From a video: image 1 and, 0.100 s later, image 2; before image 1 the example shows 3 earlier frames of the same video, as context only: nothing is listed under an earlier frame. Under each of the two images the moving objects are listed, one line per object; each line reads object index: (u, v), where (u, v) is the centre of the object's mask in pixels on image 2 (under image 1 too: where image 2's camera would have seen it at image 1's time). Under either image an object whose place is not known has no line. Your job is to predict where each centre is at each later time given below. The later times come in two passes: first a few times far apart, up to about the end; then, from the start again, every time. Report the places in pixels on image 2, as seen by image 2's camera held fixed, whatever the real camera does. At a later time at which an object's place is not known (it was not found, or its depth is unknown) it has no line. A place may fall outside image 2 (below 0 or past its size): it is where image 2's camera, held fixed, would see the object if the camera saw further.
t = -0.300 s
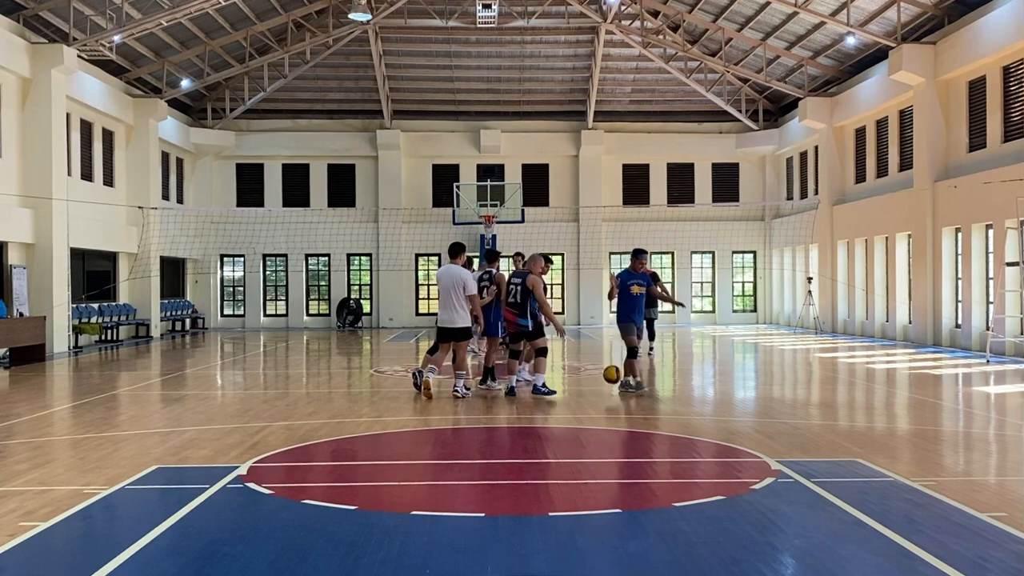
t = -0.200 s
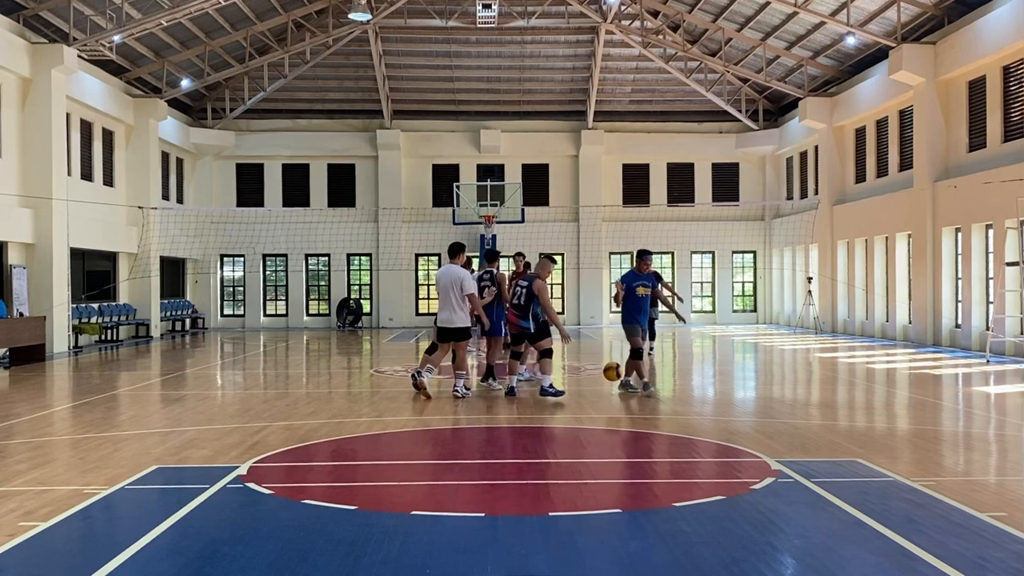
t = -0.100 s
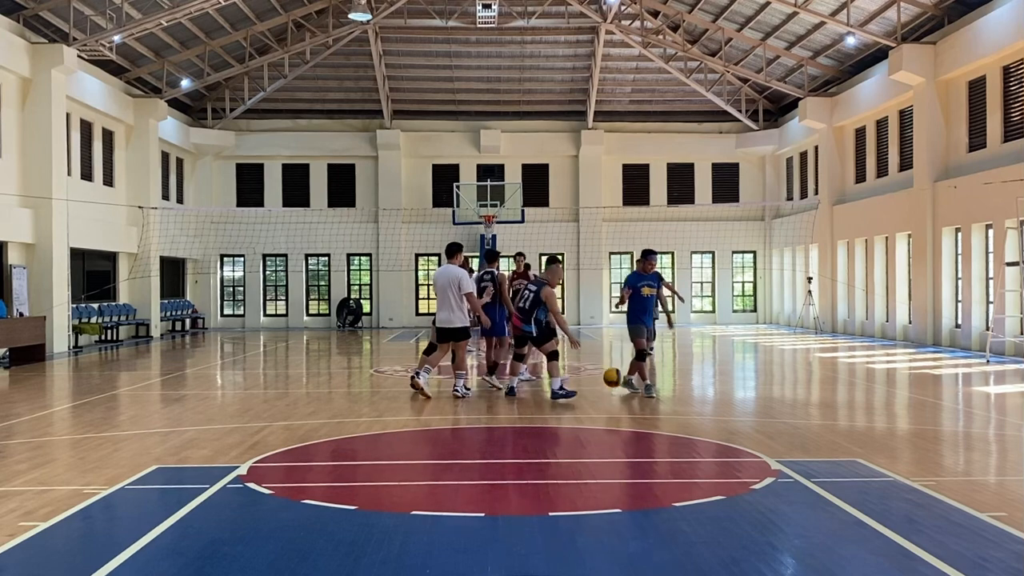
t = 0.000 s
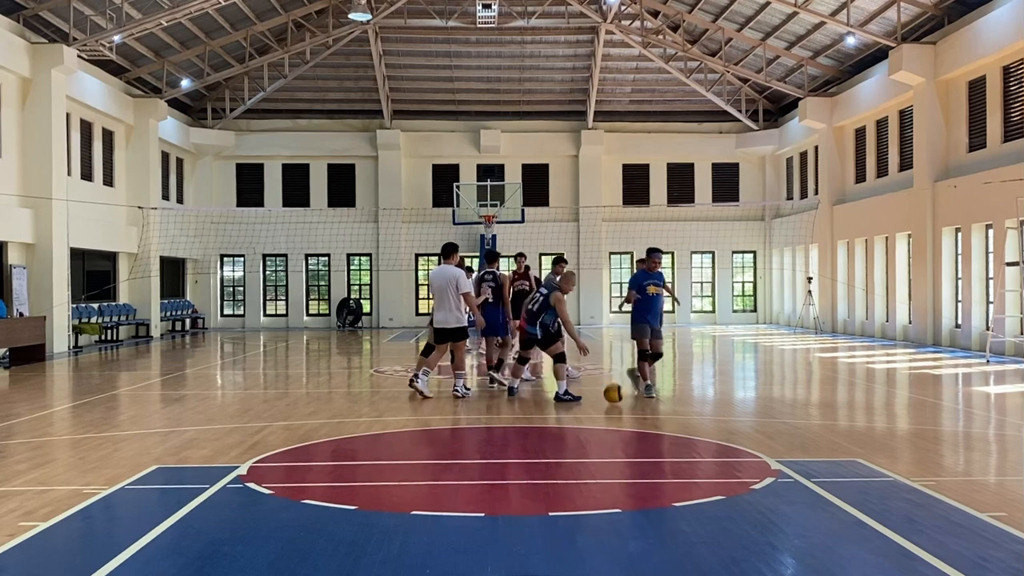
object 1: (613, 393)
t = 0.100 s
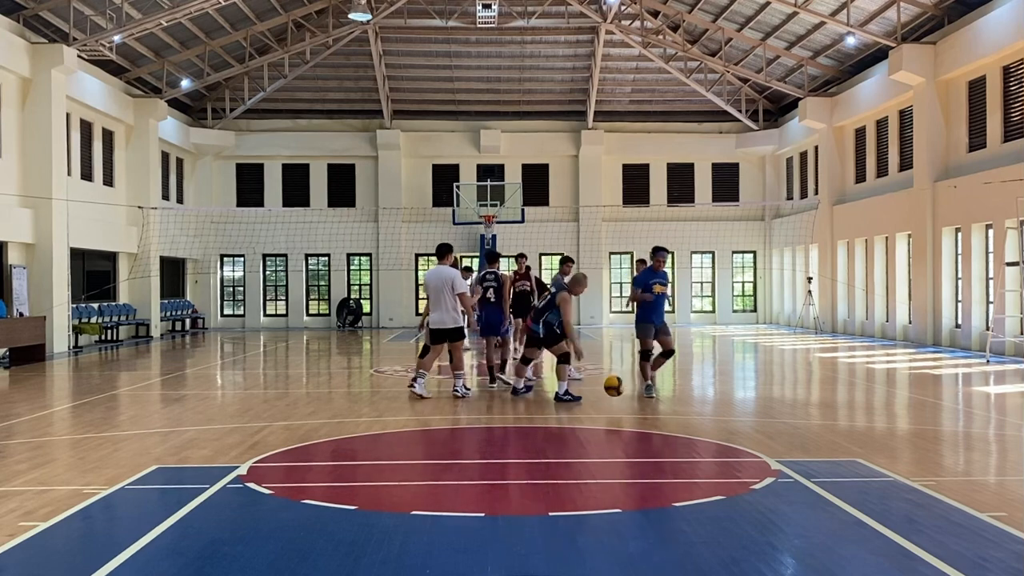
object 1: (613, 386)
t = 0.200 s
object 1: (614, 385)
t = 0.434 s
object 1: (616, 401)
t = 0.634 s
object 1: (616, 416)
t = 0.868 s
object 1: (617, 424)
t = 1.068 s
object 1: (618, 432)
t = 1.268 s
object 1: (618, 445)
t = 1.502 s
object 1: (617, 463)
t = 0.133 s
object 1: (614, 385)
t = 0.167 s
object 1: (614, 384)
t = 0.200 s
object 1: (614, 385)
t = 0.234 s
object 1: (614, 387)
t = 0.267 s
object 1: (614, 391)
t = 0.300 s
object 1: (614, 395)
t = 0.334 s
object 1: (614, 401)
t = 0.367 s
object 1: (616, 406)
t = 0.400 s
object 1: (615, 402)
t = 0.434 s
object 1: (616, 401)
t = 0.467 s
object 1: (615, 400)
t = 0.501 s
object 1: (615, 401)
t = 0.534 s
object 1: (616, 402)
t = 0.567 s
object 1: (615, 405)
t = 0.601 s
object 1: (616, 410)
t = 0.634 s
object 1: (616, 416)
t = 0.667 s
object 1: (616, 415)
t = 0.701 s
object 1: (616, 413)
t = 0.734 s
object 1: (617, 413)
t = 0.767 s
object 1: (617, 413)
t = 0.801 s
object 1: (617, 416)
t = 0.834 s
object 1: (618, 419)
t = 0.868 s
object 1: (617, 424)
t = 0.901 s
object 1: (617, 428)
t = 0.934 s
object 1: (617, 426)
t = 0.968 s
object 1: (617, 425)
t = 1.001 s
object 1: (618, 426)
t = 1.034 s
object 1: (618, 429)
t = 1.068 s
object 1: (618, 432)
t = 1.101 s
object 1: (618, 437)
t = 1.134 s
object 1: (618, 439)
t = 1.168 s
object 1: (618, 438)
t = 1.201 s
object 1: (618, 439)
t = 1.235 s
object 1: (618, 439)
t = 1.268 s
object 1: (618, 445)
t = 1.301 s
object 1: (618, 448)
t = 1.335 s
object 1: (617, 451)
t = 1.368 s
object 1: (618, 451)
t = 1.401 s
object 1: (617, 452)
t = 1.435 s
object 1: (618, 455)
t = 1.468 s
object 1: (617, 458)
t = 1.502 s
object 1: (617, 463)
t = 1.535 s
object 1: (617, 462)
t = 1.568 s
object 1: (617, 463)
